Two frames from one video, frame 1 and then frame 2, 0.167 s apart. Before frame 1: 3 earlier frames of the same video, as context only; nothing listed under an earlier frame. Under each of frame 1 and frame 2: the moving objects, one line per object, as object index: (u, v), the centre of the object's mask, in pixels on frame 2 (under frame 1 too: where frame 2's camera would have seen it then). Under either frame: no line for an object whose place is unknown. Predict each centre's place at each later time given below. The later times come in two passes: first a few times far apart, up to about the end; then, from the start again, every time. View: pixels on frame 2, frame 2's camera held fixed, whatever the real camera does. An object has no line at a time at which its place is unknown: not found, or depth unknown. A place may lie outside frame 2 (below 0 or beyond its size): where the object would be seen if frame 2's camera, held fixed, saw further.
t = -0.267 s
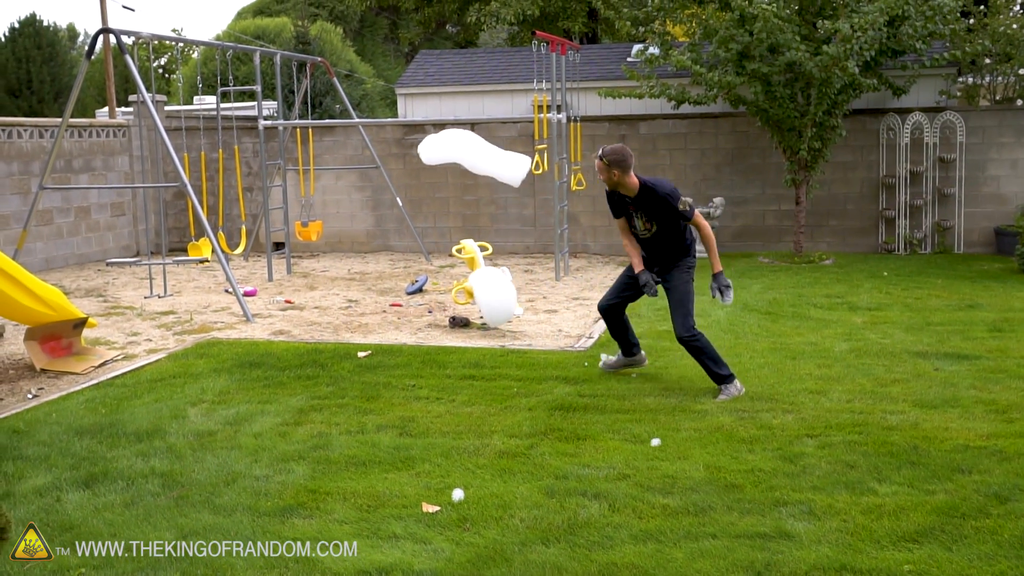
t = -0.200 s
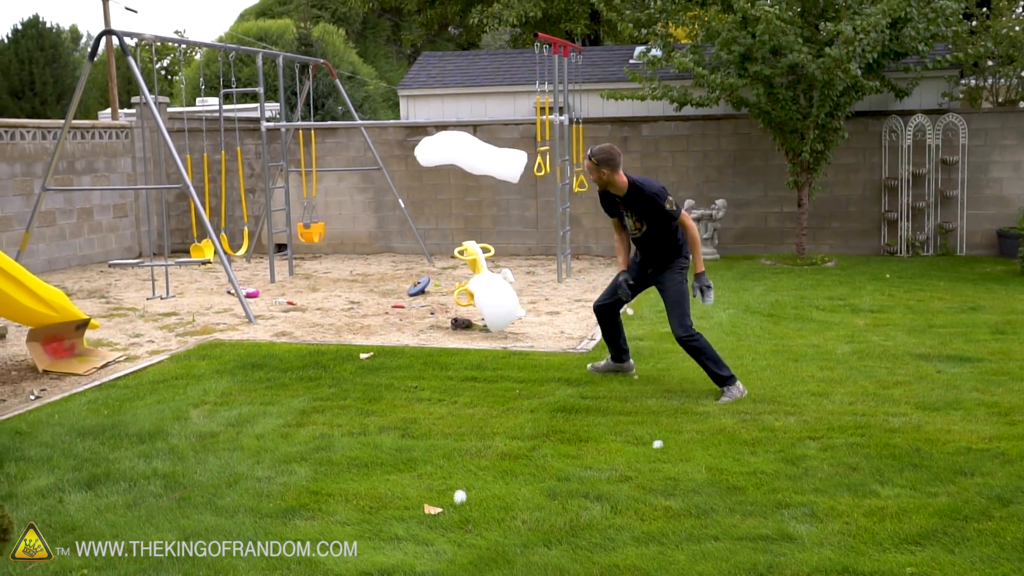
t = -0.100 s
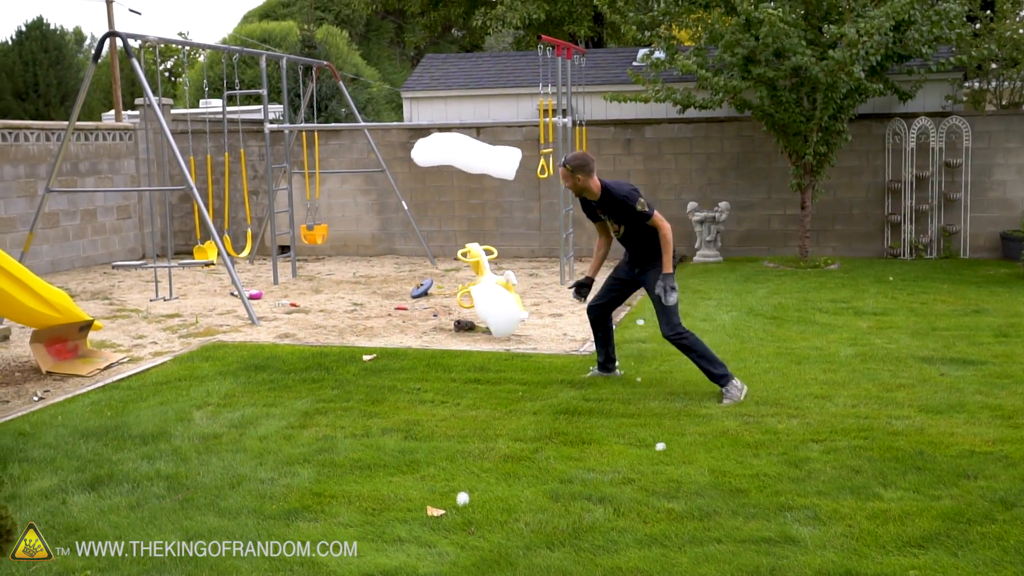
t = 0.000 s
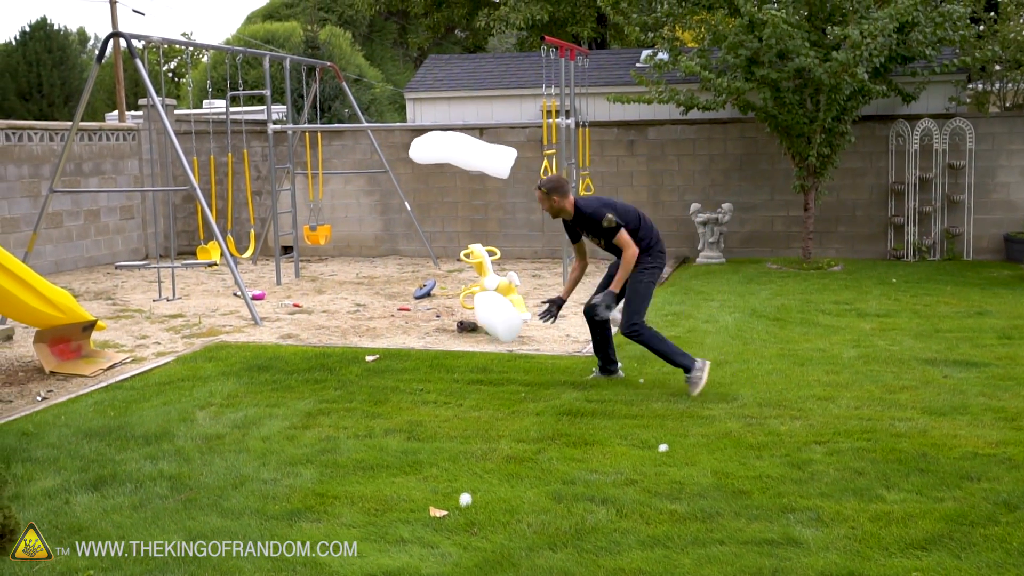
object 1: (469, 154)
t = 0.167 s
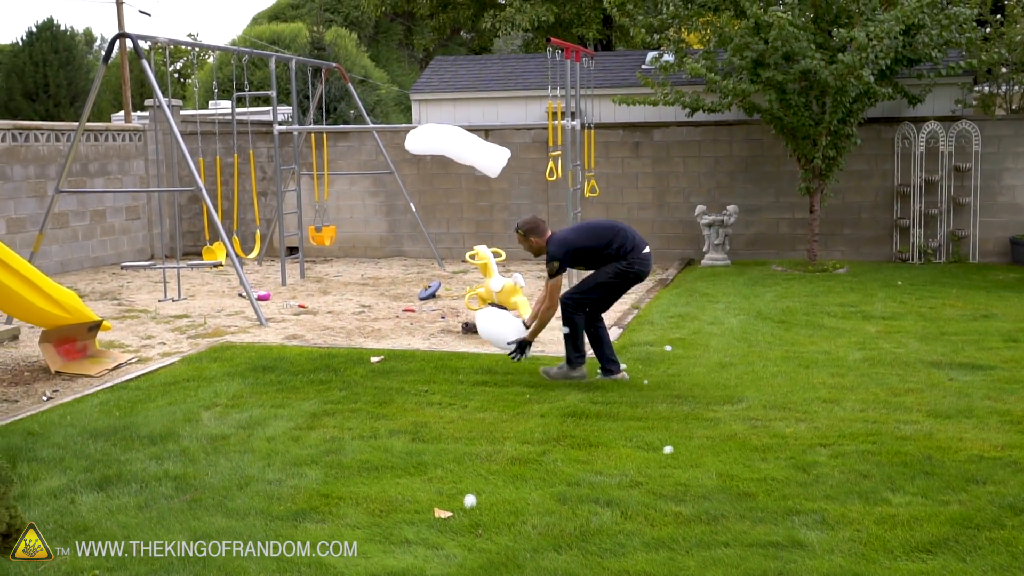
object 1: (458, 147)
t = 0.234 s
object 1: (453, 144)
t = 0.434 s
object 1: (438, 132)
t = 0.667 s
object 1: (417, 118)
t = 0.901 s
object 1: (392, 104)
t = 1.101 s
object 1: (365, 95)
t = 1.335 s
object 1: (330, 87)
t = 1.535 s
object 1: (300, 80)
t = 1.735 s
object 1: (271, 70)
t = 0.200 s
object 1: (456, 146)
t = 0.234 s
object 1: (453, 144)
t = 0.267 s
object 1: (451, 142)
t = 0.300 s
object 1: (448, 140)
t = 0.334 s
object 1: (446, 138)
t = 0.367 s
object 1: (444, 136)
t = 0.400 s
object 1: (441, 134)
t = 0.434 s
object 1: (438, 132)
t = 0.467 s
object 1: (436, 130)
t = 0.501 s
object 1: (433, 128)
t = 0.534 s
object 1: (430, 126)
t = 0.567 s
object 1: (427, 124)
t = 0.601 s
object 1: (424, 122)
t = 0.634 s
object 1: (421, 120)
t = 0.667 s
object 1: (417, 118)
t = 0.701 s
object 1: (414, 116)
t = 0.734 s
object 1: (411, 114)
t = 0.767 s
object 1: (407, 112)
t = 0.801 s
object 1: (403, 110)
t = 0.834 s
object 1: (400, 108)
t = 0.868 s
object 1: (396, 106)
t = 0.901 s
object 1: (392, 104)
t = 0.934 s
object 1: (387, 103)
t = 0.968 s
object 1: (383, 101)
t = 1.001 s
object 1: (379, 99)
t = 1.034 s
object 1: (374, 98)
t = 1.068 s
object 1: (370, 97)
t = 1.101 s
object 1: (365, 95)
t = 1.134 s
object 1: (360, 94)
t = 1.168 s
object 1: (356, 93)
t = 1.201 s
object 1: (350, 92)
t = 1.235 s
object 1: (345, 91)
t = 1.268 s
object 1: (340, 90)
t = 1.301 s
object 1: (335, 88)
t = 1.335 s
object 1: (330, 87)
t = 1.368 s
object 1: (325, 86)
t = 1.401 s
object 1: (320, 85)
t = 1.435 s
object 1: (315, 84)
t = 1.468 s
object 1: (310, 83)
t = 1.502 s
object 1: (305, 82)
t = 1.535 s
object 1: (300, 80)
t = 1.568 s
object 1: (296, 79)
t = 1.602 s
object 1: (291, 78)
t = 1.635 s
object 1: (286, 76)
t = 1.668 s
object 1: (281, 74)
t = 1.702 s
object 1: (276, 72)
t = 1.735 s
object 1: (271, 70)
